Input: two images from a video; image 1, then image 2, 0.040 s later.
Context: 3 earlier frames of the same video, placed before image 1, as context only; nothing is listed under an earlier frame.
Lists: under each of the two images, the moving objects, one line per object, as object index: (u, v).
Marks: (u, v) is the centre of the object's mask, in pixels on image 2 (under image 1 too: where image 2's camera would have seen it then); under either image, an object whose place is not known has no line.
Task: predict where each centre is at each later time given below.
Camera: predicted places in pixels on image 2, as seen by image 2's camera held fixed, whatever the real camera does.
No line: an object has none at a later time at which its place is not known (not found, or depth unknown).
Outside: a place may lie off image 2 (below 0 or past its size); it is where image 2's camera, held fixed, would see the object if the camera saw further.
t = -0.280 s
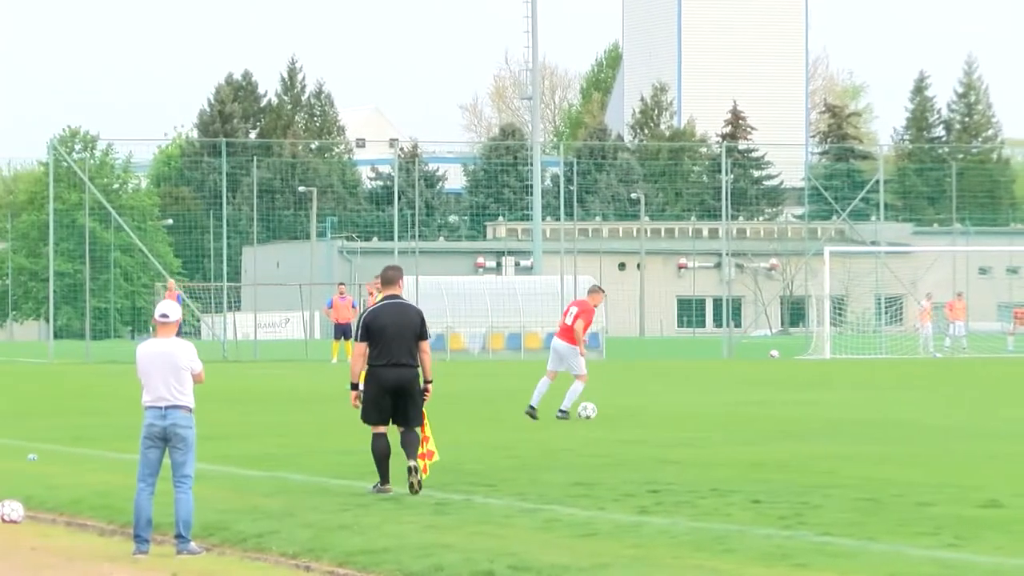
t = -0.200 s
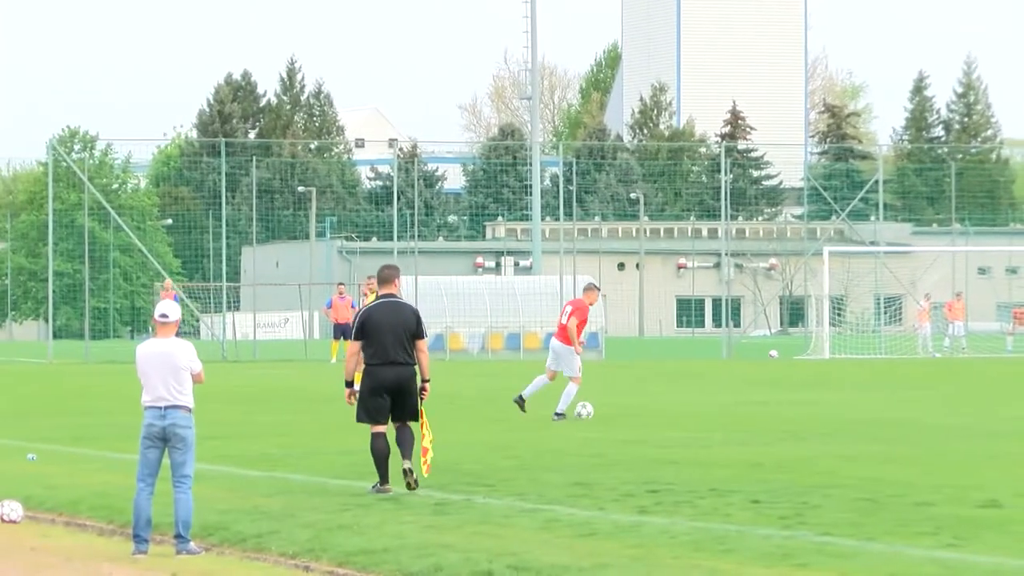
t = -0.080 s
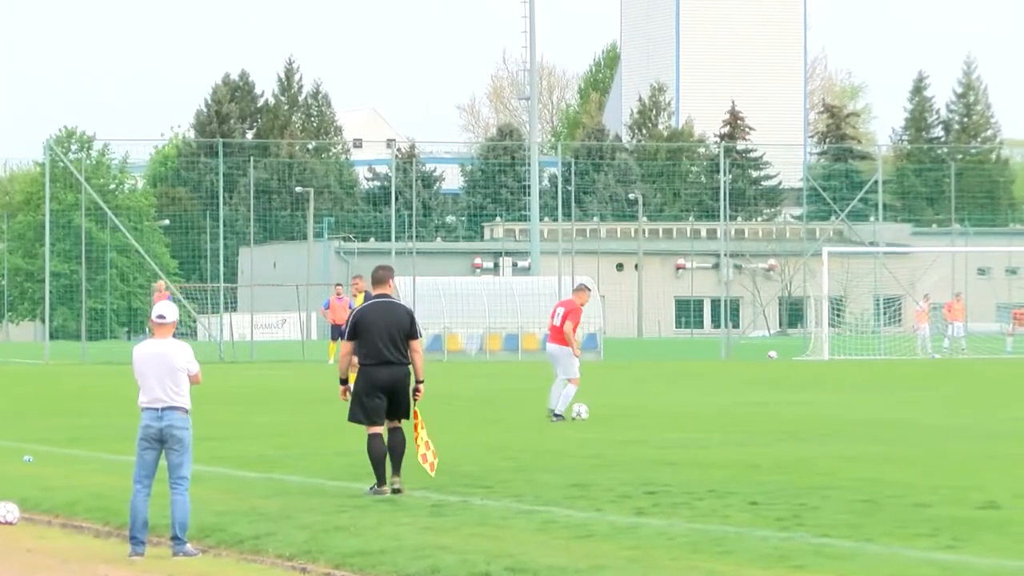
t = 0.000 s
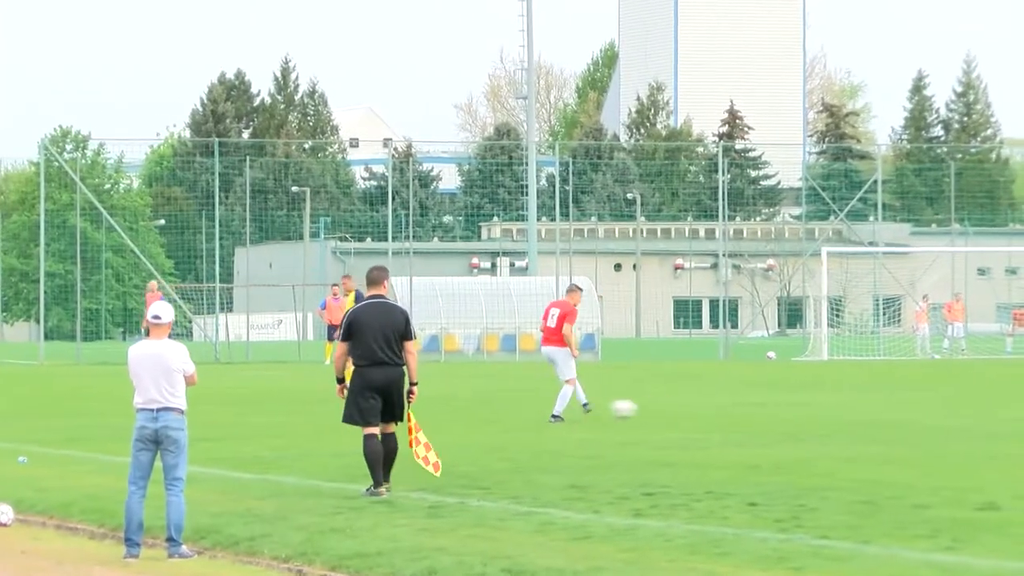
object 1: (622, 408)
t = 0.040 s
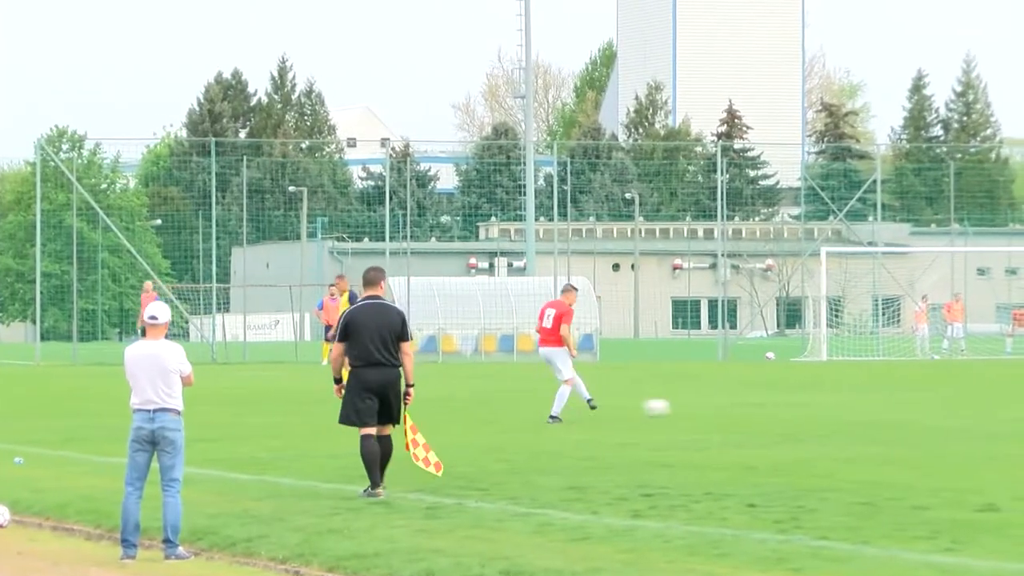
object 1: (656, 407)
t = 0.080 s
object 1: (691, 407)
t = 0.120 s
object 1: (724, 409)
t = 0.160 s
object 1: (758, 411)
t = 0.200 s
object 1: (789, 412)
